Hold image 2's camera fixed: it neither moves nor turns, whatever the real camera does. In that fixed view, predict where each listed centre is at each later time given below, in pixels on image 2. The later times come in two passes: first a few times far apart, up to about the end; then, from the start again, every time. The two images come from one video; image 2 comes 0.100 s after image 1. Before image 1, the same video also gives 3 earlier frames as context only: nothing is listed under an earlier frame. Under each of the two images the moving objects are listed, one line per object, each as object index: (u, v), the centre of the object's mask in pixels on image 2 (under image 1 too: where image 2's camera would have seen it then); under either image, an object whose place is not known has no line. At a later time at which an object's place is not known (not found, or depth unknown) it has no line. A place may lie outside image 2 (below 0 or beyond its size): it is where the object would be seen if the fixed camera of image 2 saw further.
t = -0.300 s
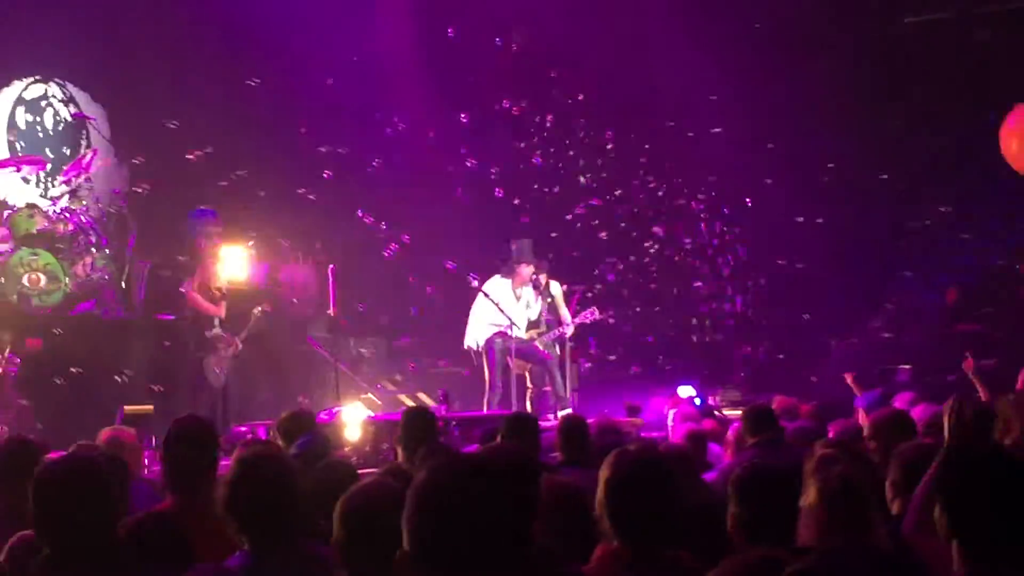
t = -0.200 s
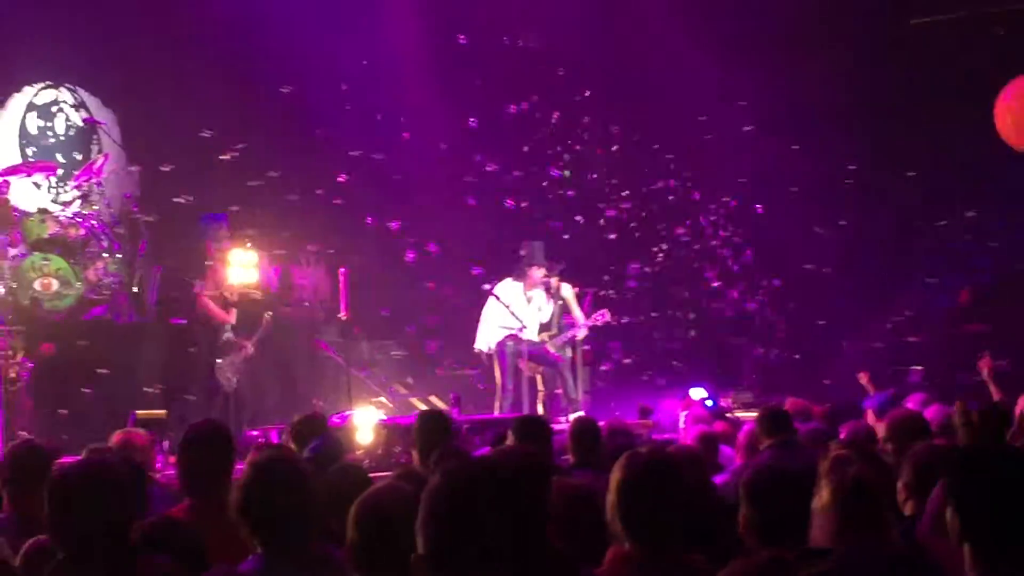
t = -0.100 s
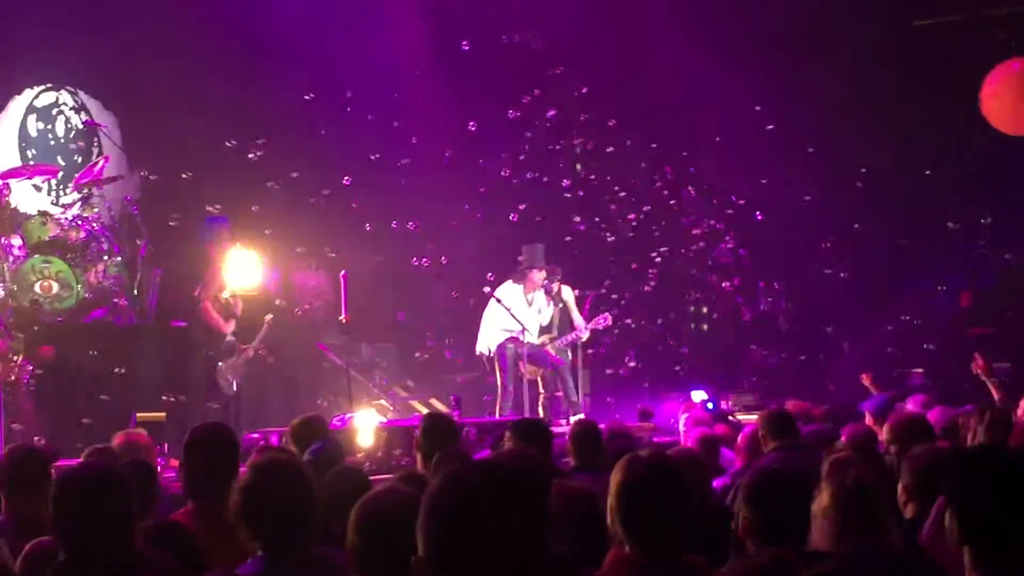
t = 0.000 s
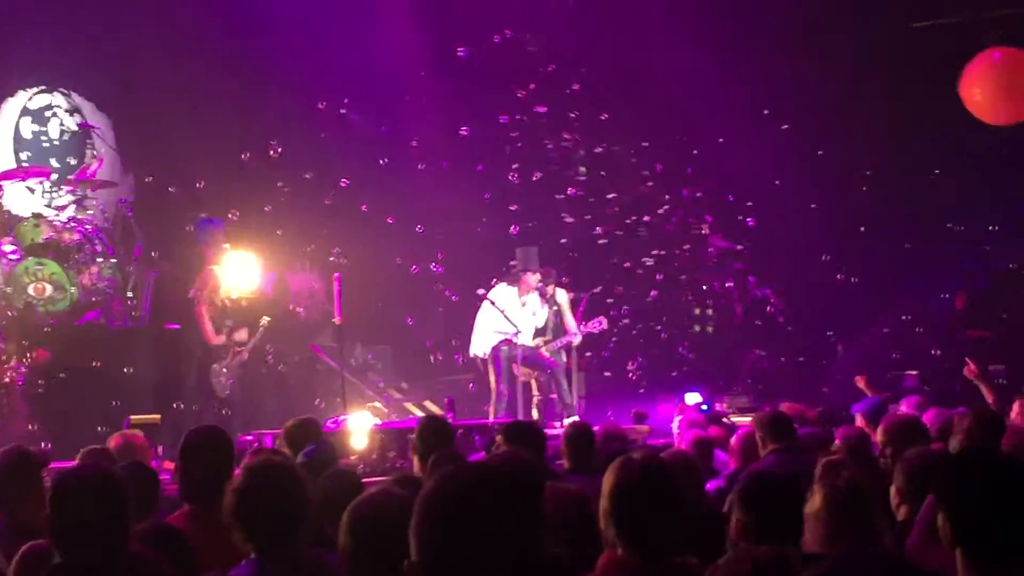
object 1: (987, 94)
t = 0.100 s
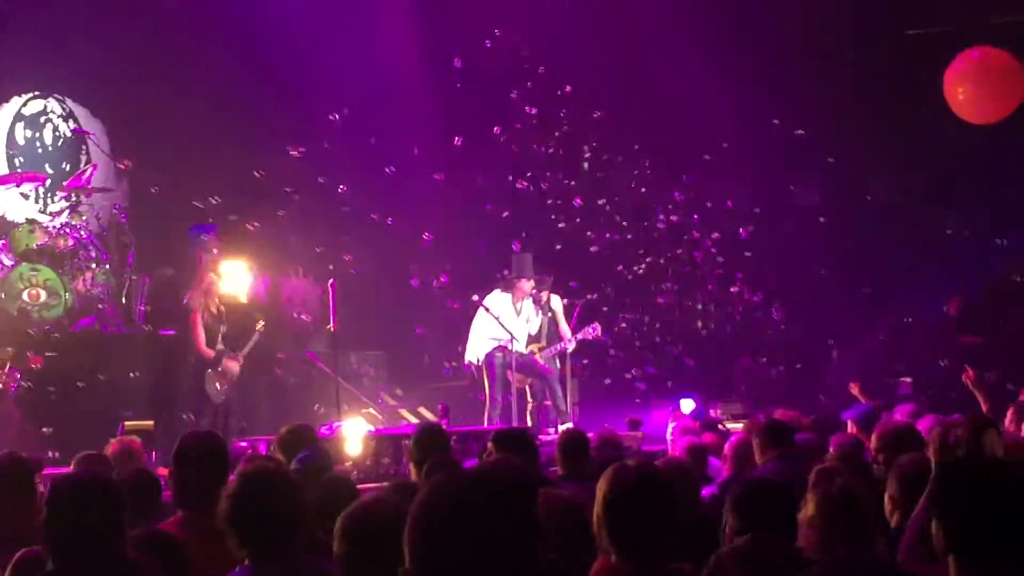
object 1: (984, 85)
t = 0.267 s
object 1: (967, 80)
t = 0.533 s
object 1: (943, 91)
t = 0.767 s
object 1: (933, 120)
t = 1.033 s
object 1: (929, 169)
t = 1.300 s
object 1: (928, 229)
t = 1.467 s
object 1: (927, 272)
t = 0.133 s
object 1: (980, 83)
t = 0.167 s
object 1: (978, 81)
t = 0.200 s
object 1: (974, 81)
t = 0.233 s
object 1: (970, 80)
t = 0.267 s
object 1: (967, 80)
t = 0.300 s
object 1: (964, 81)
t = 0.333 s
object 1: (961, 82)
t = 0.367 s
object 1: (958, 83)
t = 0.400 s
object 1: (955, 84)
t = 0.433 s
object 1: (952, 85)
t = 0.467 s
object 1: (948, 87)
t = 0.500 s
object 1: (945, 89)
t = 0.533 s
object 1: (943, 91)
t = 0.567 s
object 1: (941, 94)
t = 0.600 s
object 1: (938, 97)
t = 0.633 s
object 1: (936, 101)
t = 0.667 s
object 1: (935, 105)
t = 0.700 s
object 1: (934, 110)
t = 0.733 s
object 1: (934, 115)
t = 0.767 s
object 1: (933, 120)
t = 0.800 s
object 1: (932, 125)
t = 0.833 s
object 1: (932, 130)
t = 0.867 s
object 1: (931, 137)
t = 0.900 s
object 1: (931, 143)
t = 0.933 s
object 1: (930, 149)
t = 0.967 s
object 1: (930, 155)
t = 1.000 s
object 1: (929, 162)
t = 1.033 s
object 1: (929, 169)
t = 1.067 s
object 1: (929, 176)
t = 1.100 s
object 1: (928, 183)
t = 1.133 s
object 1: (928, 191)
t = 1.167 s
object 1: (928, 198)
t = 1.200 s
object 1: (928, 205)
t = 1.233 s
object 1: (928, 213)
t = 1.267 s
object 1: (928, 221)
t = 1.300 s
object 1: (928, 229)
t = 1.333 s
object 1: (928, 237)
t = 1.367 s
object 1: (927, 246)
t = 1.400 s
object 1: (927, 254)
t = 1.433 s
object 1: (927, 263)
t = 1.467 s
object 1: (927, 272)
